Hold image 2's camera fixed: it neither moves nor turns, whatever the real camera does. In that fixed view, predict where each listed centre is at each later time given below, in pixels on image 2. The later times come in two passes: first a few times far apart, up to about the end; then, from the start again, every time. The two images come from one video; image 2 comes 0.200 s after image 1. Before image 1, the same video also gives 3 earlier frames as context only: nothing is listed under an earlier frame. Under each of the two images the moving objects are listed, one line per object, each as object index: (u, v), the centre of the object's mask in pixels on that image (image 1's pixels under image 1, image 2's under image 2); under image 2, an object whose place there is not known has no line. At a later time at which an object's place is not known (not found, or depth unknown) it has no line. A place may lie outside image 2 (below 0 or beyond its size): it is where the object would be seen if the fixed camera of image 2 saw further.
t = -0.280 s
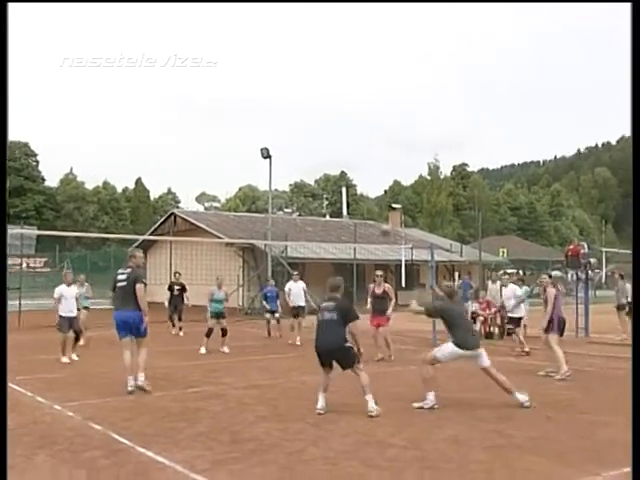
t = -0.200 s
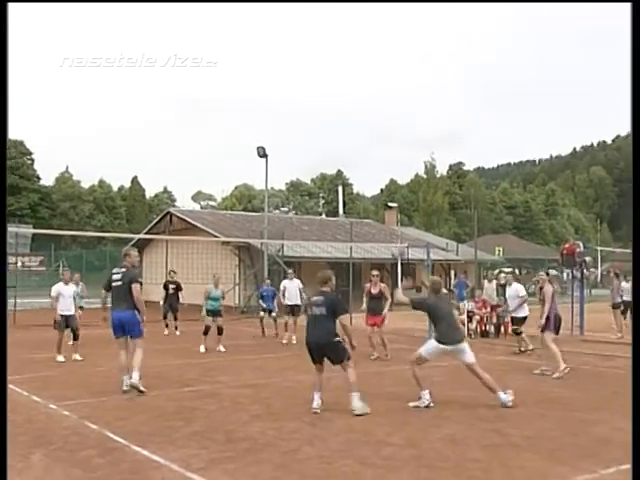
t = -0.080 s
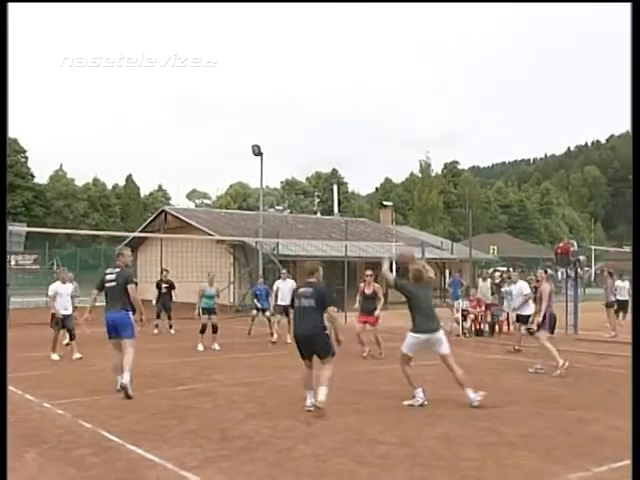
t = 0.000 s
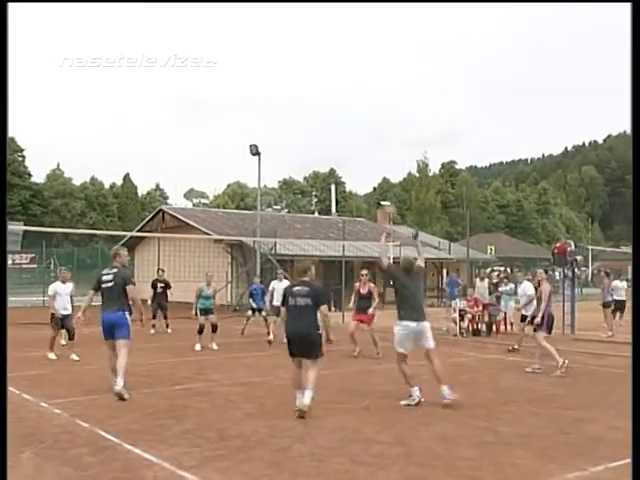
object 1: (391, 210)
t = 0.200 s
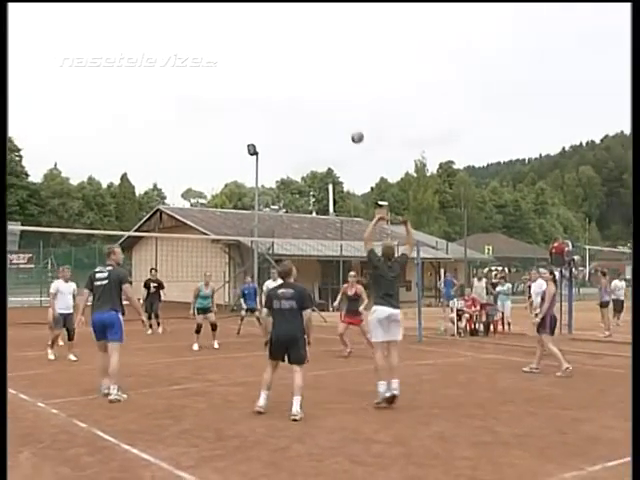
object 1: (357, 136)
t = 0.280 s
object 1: (346, 117)
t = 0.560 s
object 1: (314, 90)
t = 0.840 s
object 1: (288, 112)
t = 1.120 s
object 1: (267, 172)
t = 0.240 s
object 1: (351, 126)
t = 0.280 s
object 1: (346, 117)
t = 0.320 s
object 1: (341, 109)
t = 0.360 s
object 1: (336, 100)
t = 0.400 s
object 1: (331, 97)
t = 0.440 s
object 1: (327, 94)
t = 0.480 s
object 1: (322, 91)
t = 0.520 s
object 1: (318, 90)
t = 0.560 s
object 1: (314, 90)
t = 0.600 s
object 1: (310, 90)
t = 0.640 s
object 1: (306, 92)
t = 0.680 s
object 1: (302, 94)
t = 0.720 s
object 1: (298, 97)
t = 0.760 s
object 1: (295, 101)
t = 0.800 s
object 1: (291, 106)
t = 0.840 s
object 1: (288, 112)
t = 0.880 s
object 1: (284, 118)
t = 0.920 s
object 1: (282, 125)
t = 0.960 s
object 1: (278, 134)
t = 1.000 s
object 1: (275, 142)
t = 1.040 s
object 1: (272, 152)
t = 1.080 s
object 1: (270, 162)
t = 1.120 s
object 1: (267, 172)
